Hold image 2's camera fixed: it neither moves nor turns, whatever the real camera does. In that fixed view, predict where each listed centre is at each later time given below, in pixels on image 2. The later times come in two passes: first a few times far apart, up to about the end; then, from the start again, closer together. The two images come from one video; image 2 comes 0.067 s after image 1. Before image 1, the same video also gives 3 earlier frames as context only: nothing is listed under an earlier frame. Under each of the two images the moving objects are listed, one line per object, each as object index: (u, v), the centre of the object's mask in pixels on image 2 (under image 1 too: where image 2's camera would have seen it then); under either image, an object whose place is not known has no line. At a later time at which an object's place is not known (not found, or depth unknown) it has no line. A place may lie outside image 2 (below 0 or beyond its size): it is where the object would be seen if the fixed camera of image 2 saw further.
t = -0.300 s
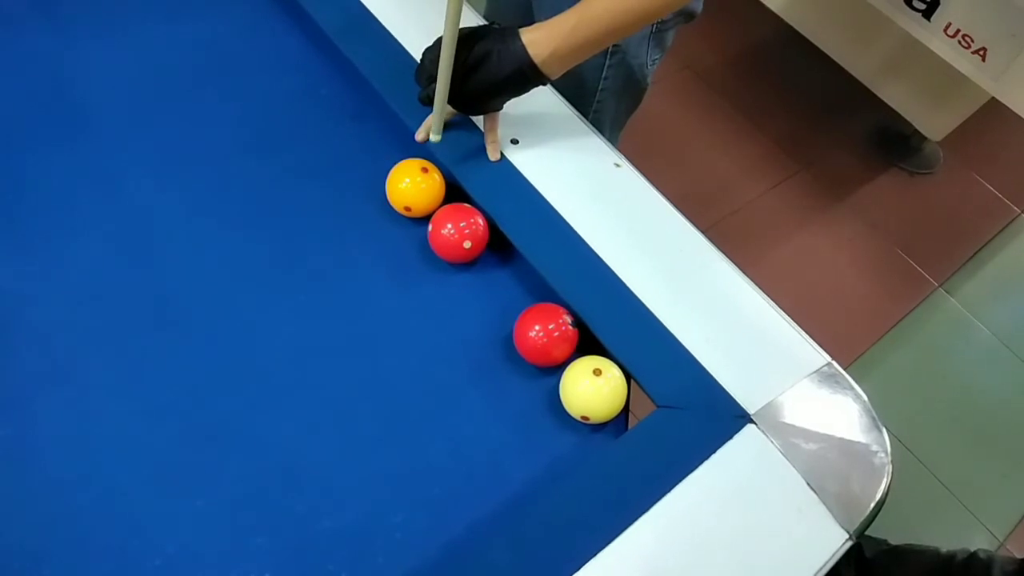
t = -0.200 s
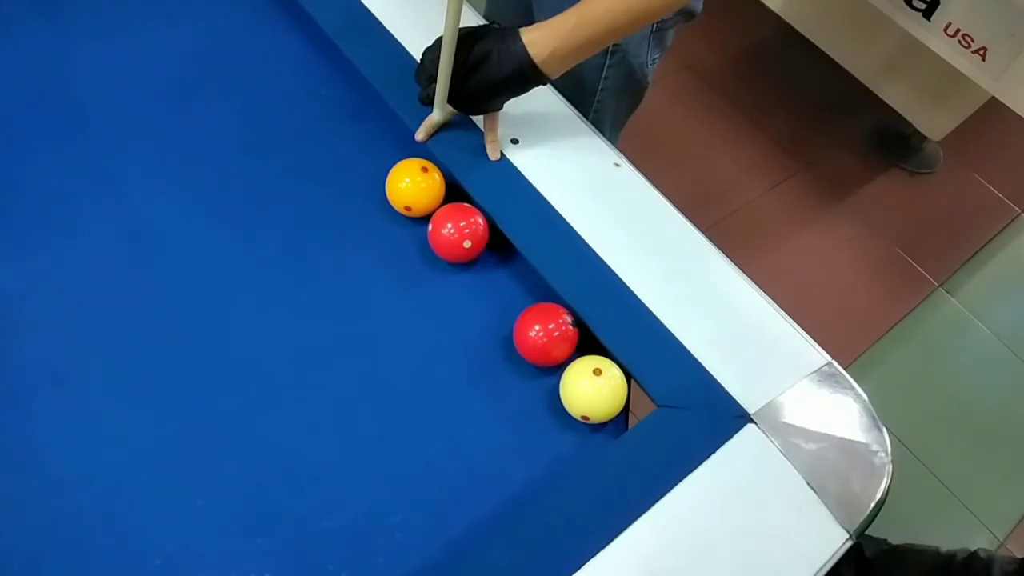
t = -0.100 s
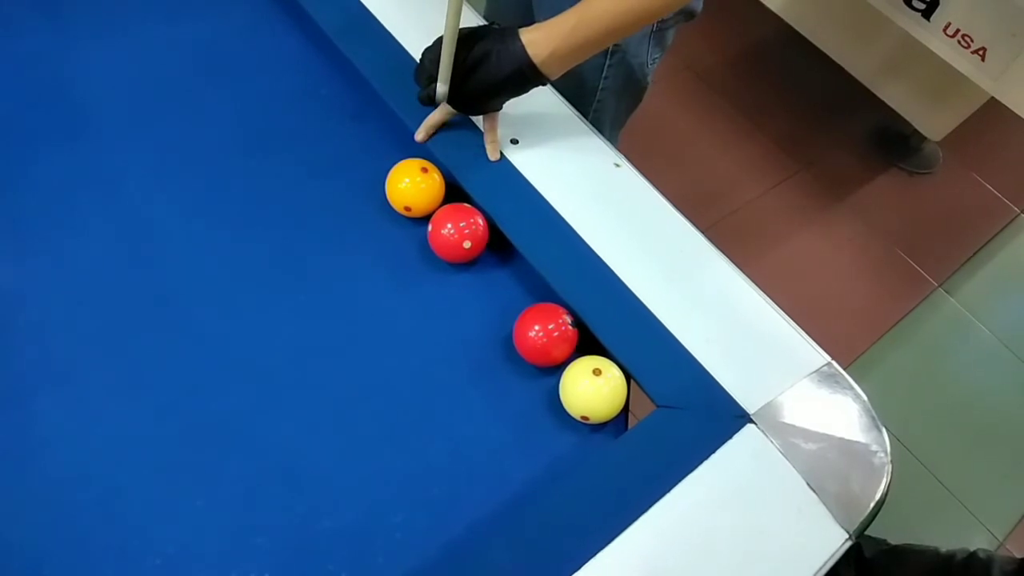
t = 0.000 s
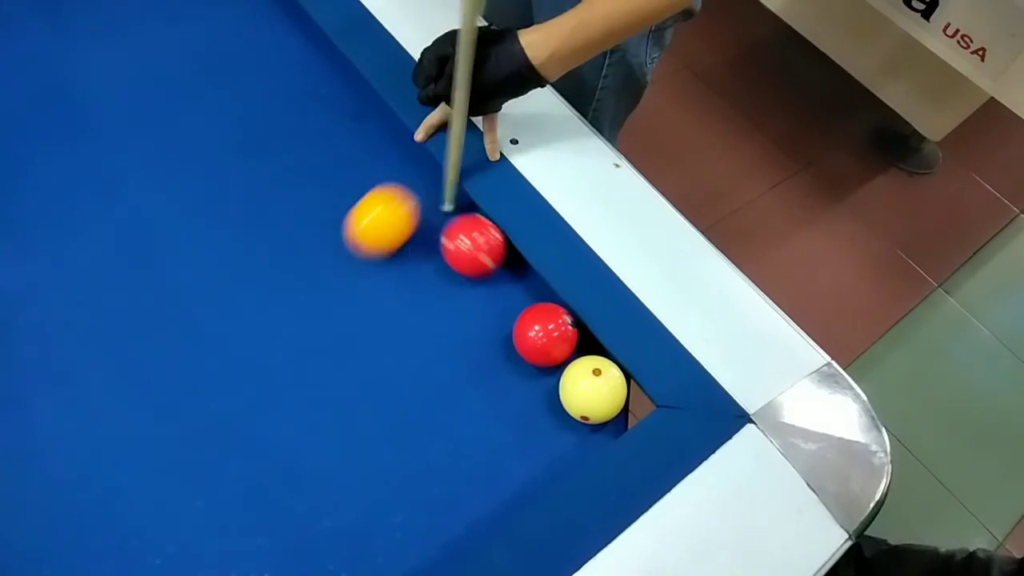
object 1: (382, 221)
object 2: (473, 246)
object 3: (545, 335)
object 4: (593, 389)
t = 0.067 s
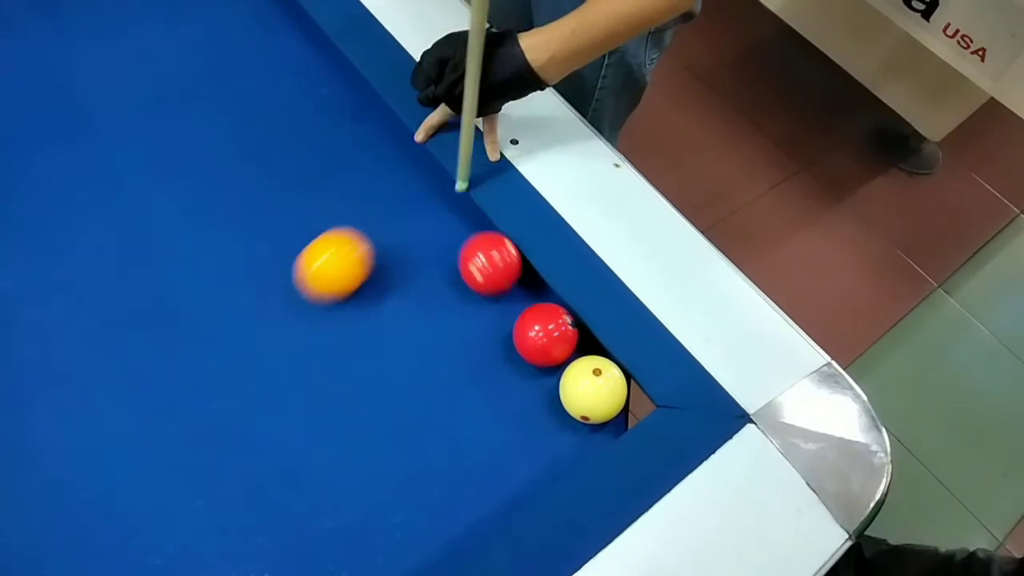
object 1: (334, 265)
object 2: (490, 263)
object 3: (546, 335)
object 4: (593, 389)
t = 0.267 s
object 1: (231, 383)
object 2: (504, 295)
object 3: (551, 340)
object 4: (605, 404)
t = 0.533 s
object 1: (278, 472)
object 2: (496, 305)
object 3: (553, 336)
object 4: (596, 394)
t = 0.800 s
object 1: (461, 486)
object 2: (486, 311)
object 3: (549, 334)
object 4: (596, 393)
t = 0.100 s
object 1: (311, 286)
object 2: (495, 271)
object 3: (545, 335)
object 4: (593, 389)
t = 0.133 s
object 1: (290, 306)
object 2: (501, 281)
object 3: (545, 335)
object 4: (593, 389)
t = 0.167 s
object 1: (271, 327)
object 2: (505, 288)
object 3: (547, 337)
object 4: (593, 390)
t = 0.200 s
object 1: (255, 347)
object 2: (505, 291)
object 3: (550, 340)
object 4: (596, 394)
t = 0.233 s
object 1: (241, 366)
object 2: (504, 293)
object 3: (550, 340)
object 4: (601, 399)
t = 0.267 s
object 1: (231, 383)
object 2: (504, 295)
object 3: (551, 340)
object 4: (605, 404)
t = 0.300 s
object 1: (223, 401)
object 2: (504, 297)
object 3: (551, 340)
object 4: (605, 404)
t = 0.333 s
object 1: (220, 416)
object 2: (503, 299)
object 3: (552, 340)
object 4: (602, 401)
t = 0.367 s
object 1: (220, 430)
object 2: (502, 300)
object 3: (553, 341)
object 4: (600, 398)
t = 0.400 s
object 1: (224, 442)
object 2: (500, 302)
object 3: (554, 341)
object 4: (597, 396)
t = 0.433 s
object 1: (232, 452)
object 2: (499, 303)
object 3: (555, 341)
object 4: (596, 394)
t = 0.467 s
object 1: (243, 460)
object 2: (498, 303)
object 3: (554, 339)
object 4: (596, 394)
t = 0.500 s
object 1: (260, 467)
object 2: (497, 304)
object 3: (554, 338)
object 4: (596, 394)
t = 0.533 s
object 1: (278, 472)
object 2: (496, 305)
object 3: (553, 336)
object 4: (596, 394)
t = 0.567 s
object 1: (300, 475)
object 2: (494, 306)
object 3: (552, 335)
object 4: (596, 394)
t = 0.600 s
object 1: (324, 477)
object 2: (493, 307)
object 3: (552, 335)
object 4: (596, 394)
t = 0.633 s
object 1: (347, 478)
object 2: (492, 308)
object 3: (551, 334)
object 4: (596, 393)
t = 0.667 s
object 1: (370, 480)
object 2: (490, 309)
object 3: (550, 334)
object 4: (596, 393)
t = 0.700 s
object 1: (393, 482)
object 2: (489, 309)
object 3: (550, 334)
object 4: (596, 393)
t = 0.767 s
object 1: (439, 485)
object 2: (487, 310)
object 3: (549, 334)
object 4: (596, 393)
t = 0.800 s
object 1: (461, 486)
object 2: (486, 311)
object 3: (549, 334)
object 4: (596, 393)
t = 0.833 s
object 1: (483, 488)
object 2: (484, 312)
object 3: (549, 334)
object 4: (596, 393)
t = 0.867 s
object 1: (501, 483)
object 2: (483, 312)
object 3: (549, 334)
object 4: (596, 393)
